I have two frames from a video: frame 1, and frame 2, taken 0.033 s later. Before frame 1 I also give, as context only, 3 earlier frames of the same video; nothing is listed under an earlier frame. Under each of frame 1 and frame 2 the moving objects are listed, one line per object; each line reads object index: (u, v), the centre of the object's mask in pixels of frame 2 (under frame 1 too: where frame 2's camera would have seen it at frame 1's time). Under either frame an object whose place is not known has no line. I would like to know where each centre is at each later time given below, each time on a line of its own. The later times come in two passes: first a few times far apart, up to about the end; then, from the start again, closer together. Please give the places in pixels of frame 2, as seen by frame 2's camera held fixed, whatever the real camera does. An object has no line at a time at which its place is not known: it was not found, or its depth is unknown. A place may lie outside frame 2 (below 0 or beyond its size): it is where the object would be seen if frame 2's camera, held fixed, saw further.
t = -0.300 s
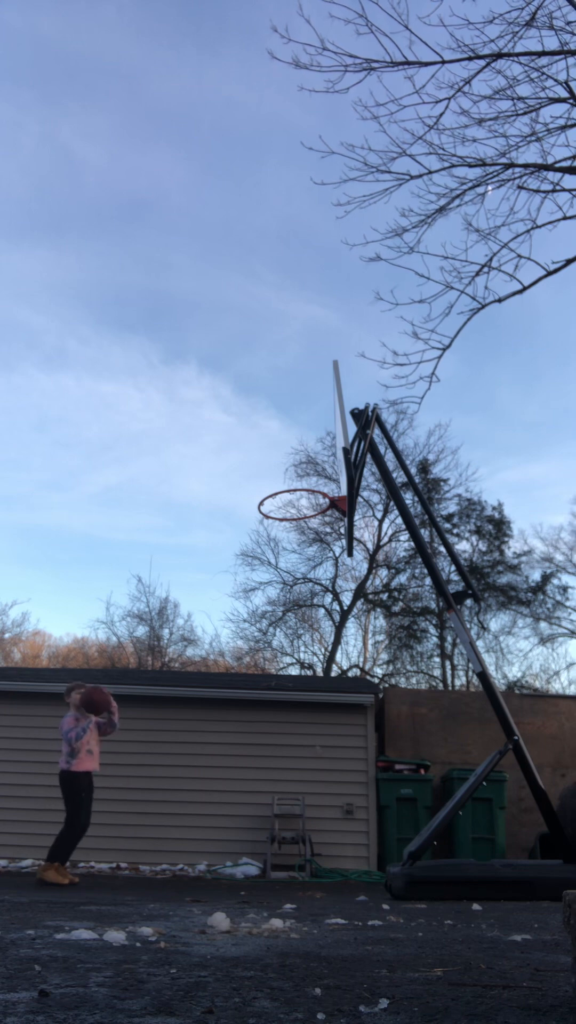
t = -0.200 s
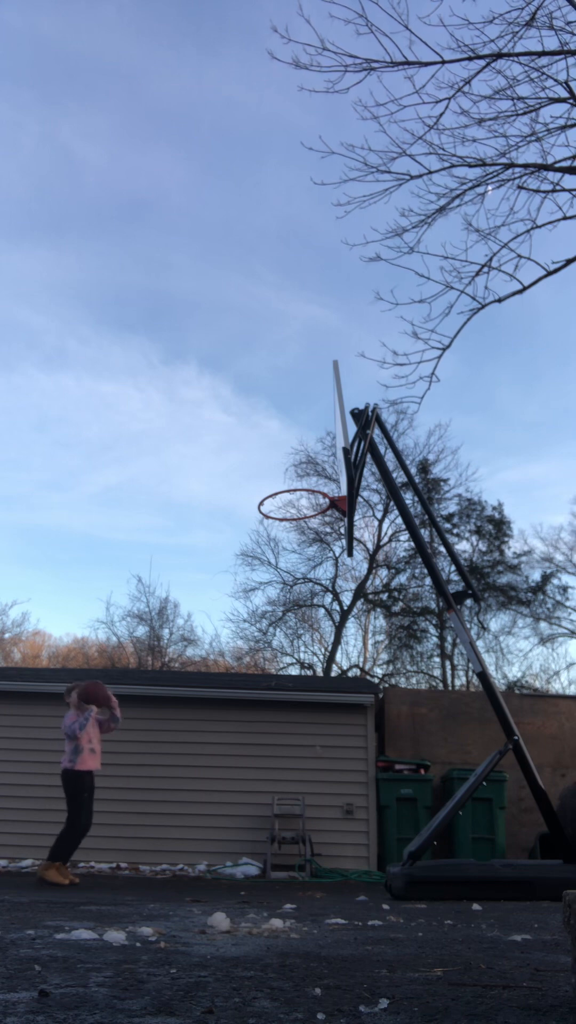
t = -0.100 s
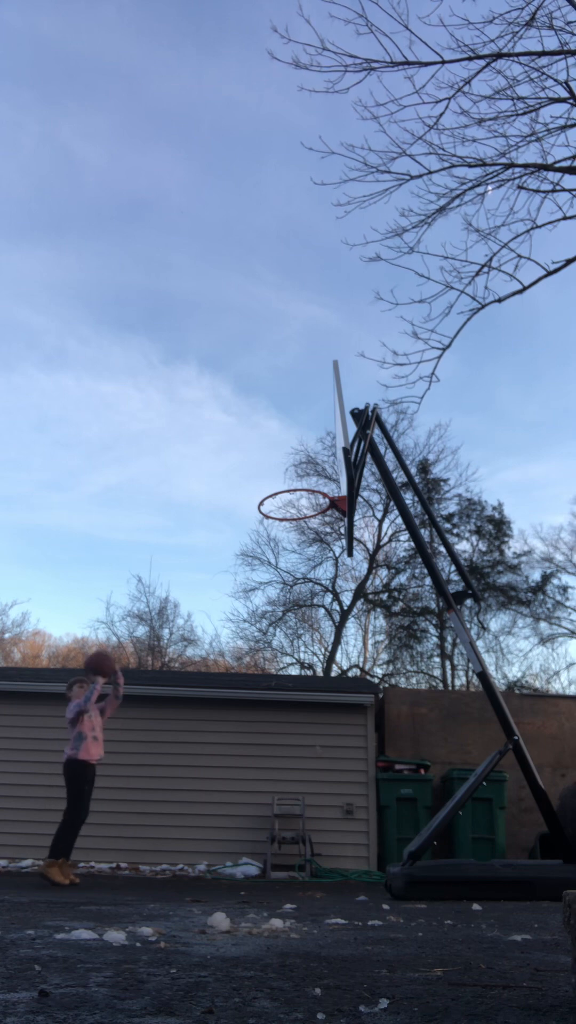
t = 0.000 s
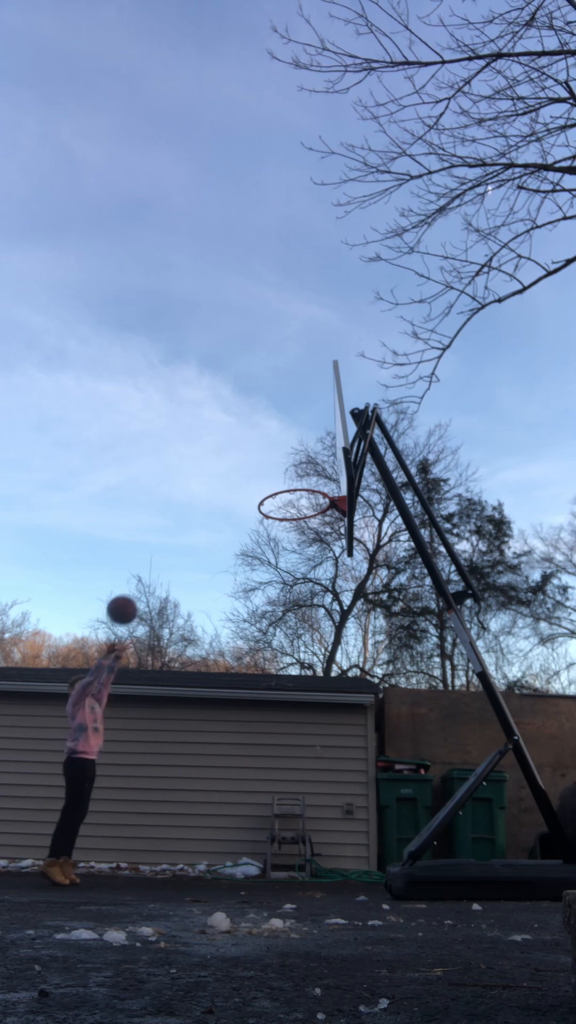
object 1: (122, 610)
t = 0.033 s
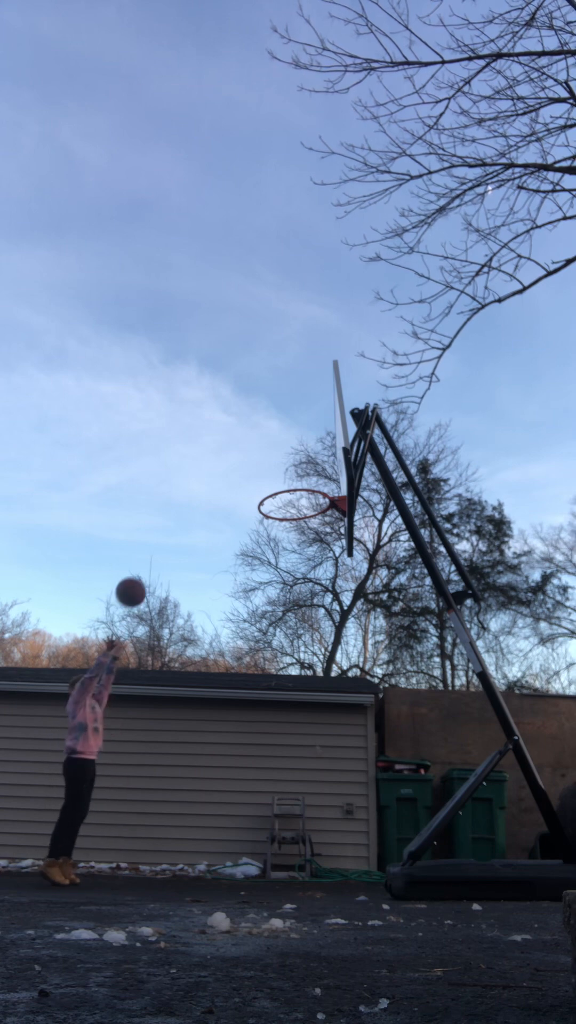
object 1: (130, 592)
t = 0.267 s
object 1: (187, 501)
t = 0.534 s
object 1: (252, 469)
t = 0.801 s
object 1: (312, 516)
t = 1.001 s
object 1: (329, 604)
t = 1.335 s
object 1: (356, 869)
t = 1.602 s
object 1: (356, 705)
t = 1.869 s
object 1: (357, 668)
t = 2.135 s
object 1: (358, 720)
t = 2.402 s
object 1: (360, 858)
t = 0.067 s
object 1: (139, 576)
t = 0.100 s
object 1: (147, 560)
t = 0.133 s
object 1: (155, 546)
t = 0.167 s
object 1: (163, 533)
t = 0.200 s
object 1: (171, 521)
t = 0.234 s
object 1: (179, 511)
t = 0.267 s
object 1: (187, 501)
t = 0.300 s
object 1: (195, 493)
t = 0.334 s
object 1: (203, 486)
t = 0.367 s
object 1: (211, 480)
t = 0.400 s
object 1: (219, 475)
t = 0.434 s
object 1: (227, 472)
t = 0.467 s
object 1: (235, 470)
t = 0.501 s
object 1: (244, 469)
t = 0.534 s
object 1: (252, 469)
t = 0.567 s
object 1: (261, 472)
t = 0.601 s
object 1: (269, 475)
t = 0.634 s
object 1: (278, 480)
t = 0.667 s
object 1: (288, 487)
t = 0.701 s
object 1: (295, 493)
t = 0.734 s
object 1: (301, 499)
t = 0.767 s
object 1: (306, 507)
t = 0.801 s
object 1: (312, 516)
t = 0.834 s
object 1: (315, 527)
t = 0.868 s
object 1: (318, 539)
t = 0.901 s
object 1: (321, 553)
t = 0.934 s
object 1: (323, 569)
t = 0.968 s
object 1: (326, 586)
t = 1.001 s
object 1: (329, 604)
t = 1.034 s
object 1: (332, 624)
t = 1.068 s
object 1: (335, 646)
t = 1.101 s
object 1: (338, 671)
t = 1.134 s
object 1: (341, 695)
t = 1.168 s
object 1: (343, 723)
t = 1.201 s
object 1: (345, 755)
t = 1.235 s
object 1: (348, 787)
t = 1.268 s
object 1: (351, 821)
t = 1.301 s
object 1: (354, 857)
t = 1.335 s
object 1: (356, 869)
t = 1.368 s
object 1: (356, 839)
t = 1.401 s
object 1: (356, 813)
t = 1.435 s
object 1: (356, 789)
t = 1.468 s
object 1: (356, 767)
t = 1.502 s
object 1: (356, 748)
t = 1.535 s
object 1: (356, 732)
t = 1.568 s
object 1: (356, 717)
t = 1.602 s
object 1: (356, 705)
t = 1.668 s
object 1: (356, 686)
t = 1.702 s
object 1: (356, 679)
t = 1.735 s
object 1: (357, 674)
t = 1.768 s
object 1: (357, 670)
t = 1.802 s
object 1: (357, 668)
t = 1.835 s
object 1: (357, 667)
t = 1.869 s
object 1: (357, 668)
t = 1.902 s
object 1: (357, 670)
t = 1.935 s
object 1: (358, 673)
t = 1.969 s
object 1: (358, 677)
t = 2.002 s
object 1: (358, 684)
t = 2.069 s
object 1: (358, 699)
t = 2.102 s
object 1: (358, 710)
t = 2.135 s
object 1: (358, 720)
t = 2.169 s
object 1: (358, 733)
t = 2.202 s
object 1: (359, 747)
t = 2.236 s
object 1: (359, 762)
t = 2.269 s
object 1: (359, 779)
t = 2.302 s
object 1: (359, 797)
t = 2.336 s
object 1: (359, 816)
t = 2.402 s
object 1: (360, 858)
